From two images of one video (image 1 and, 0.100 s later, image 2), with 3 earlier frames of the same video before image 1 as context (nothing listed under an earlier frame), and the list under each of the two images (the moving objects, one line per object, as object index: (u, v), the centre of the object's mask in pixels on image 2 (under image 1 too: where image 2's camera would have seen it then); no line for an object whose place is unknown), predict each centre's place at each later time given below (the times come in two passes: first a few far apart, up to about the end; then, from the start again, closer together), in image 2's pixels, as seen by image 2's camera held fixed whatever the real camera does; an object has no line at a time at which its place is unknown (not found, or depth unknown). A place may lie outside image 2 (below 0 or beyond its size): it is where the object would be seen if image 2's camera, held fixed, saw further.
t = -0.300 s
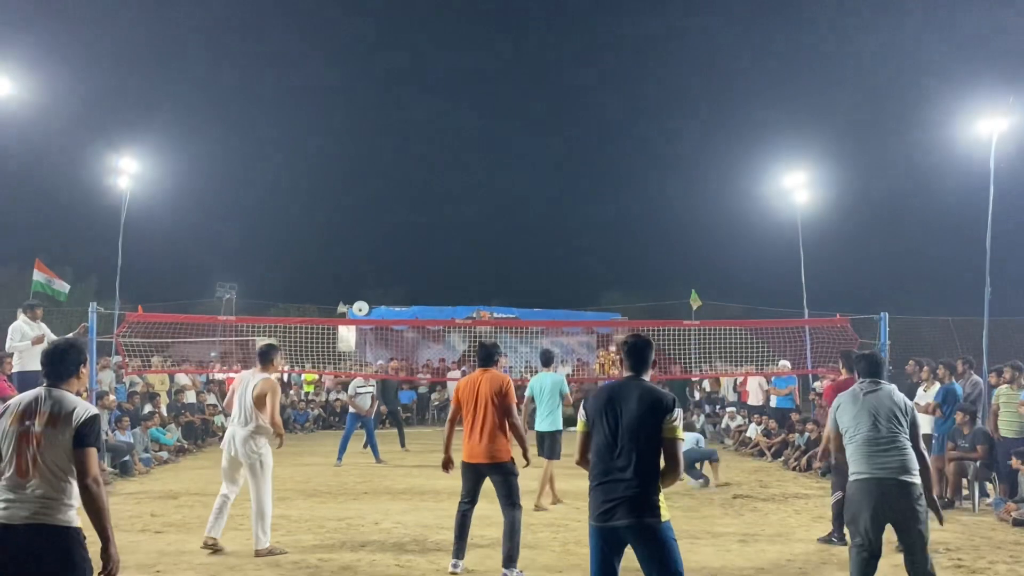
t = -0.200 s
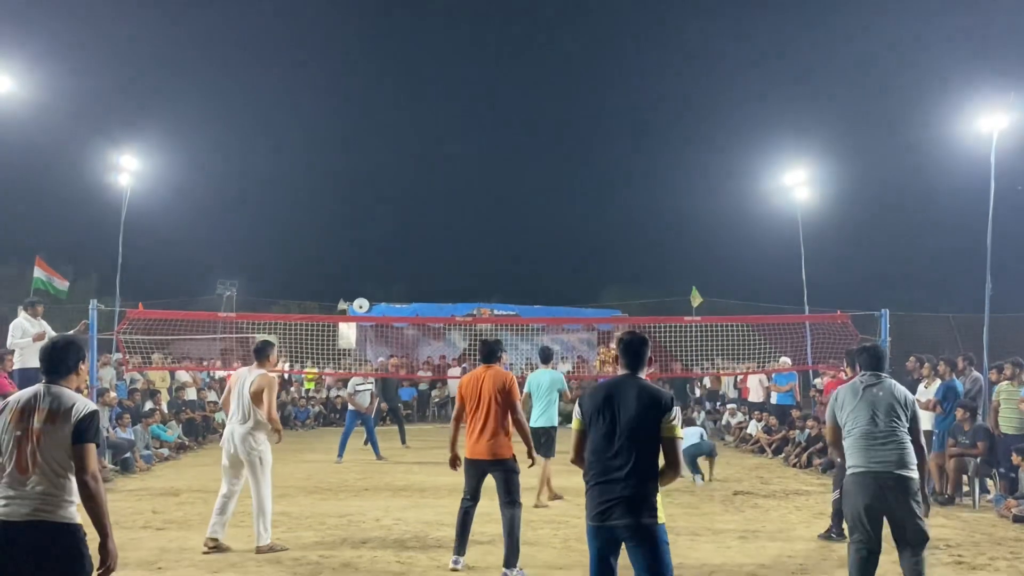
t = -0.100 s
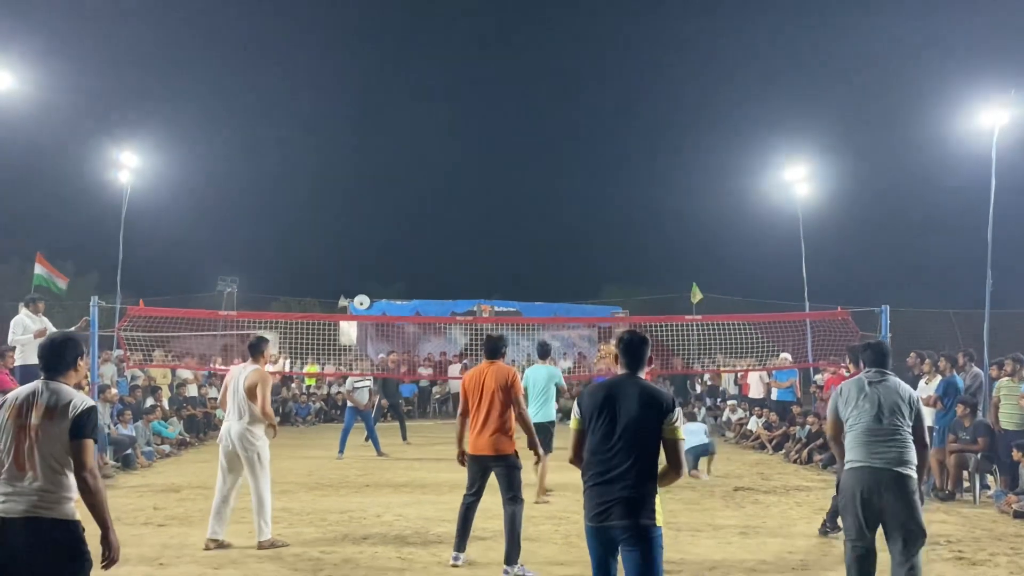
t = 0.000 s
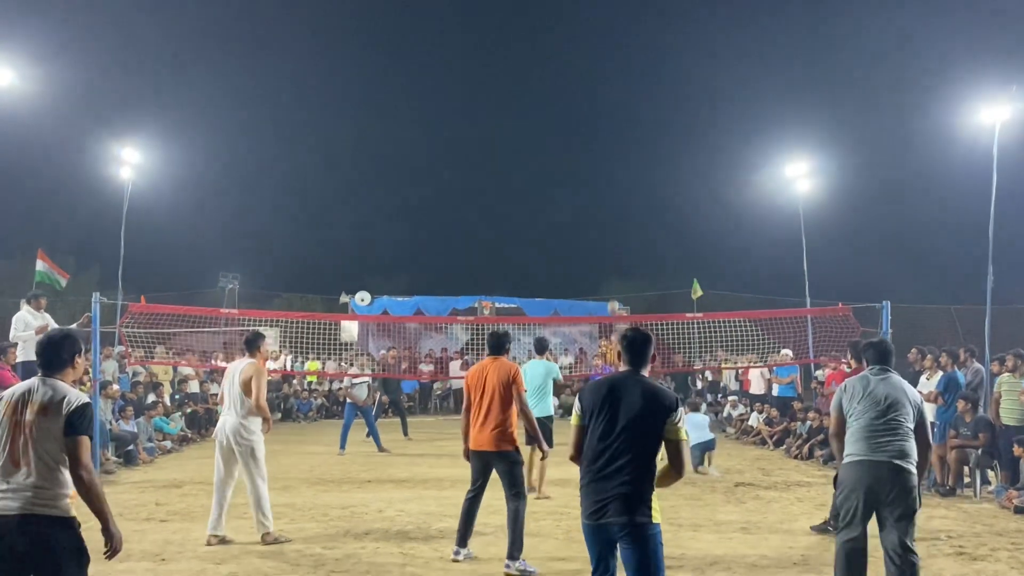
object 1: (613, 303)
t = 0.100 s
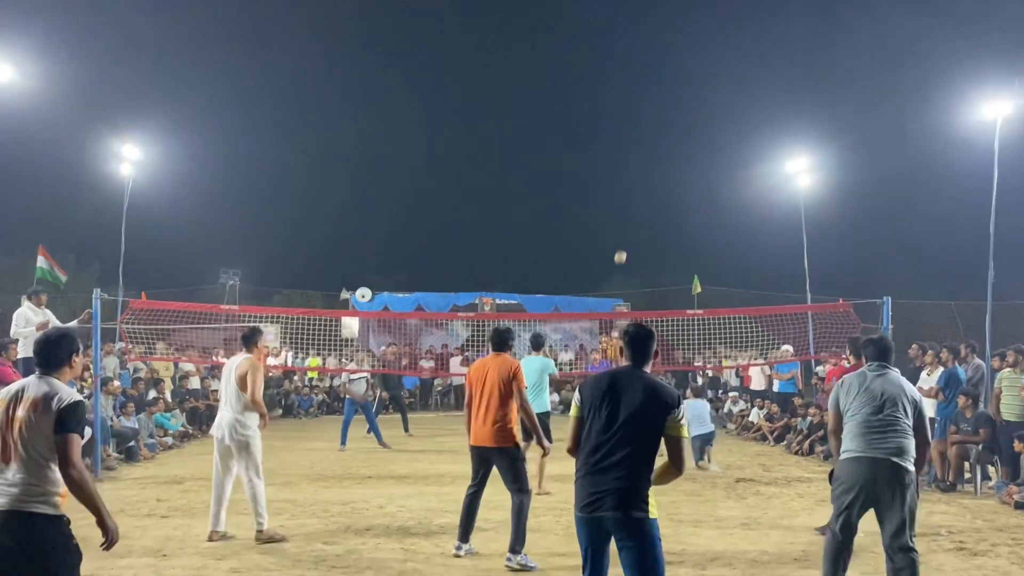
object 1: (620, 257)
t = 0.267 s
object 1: (633, 190)
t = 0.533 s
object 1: (660, 103)
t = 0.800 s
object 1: (694, 56)
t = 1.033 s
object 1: (734, 59)
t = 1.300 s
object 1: (798, 141)
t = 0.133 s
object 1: (622, 243)
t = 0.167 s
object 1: (625, 229)
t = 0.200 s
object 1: (627, 216)
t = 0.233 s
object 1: (630, 202)
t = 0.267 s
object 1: (633, 190)
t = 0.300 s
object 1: (636, 178)
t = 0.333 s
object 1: (639, 165)
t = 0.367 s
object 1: (642, 154)
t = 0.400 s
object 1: (645, 143)
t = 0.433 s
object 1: (649, 132)
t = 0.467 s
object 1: (652, 122)
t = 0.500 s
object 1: (656, 113)
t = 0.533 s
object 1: (660, 103)
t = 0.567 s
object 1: (663, 95)
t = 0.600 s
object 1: (667, 87)
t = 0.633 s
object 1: (671, 80)
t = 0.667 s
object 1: (676, 74)
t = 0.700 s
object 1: (680, 68)
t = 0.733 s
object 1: (685, 63)
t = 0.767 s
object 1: (689, 59)
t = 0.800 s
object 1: (694, 56)
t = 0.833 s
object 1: (699, 53)
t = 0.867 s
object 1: (704, 51)
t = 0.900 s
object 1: (710, 51)
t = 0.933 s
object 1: (716, 51)
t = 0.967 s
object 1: (721, 53)
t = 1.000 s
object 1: (727, 55)
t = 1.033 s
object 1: (734, 59)
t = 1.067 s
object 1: (741, 64)
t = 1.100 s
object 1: (748, 70)
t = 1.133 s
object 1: (755, 78)
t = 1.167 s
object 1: (763, 87)
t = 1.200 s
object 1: (771, 98)
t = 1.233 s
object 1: (780, 111)
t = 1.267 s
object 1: (789, 124)
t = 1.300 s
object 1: (798, 141)
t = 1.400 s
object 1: (830, 200)
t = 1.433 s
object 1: (841, 227)
